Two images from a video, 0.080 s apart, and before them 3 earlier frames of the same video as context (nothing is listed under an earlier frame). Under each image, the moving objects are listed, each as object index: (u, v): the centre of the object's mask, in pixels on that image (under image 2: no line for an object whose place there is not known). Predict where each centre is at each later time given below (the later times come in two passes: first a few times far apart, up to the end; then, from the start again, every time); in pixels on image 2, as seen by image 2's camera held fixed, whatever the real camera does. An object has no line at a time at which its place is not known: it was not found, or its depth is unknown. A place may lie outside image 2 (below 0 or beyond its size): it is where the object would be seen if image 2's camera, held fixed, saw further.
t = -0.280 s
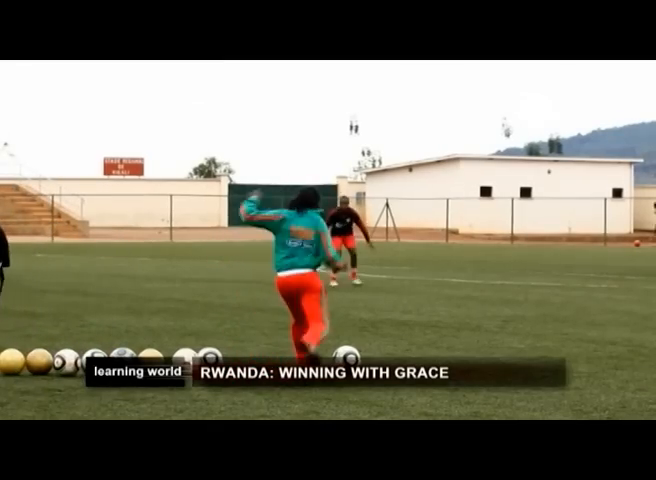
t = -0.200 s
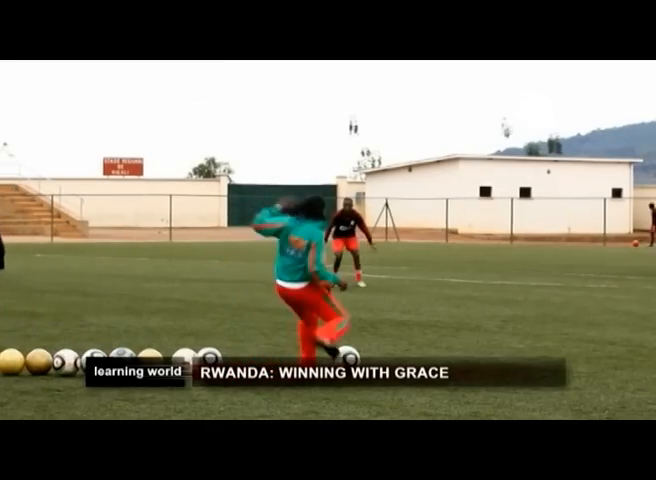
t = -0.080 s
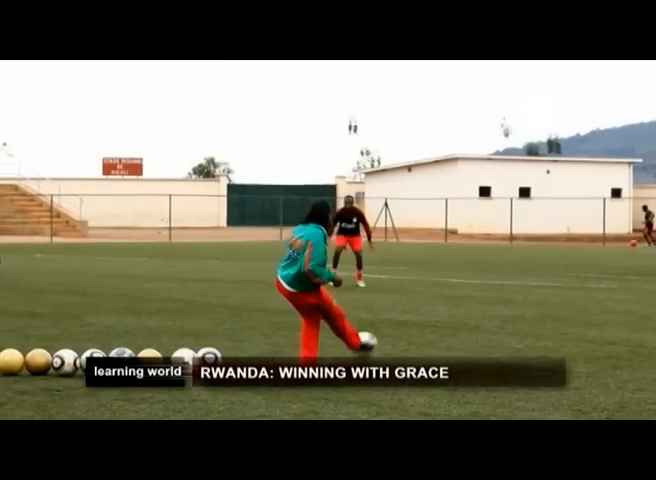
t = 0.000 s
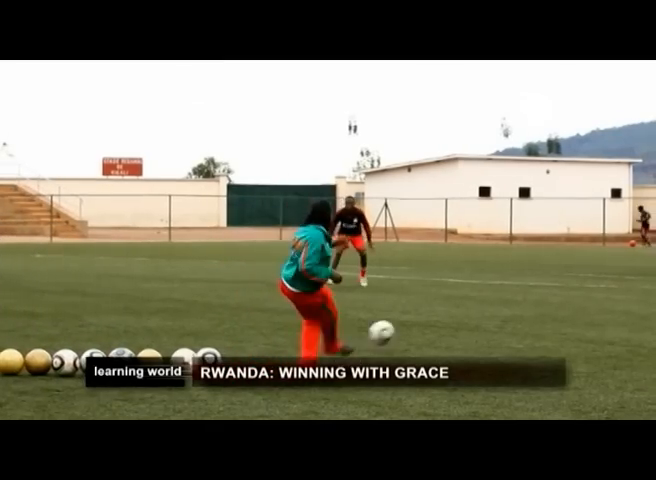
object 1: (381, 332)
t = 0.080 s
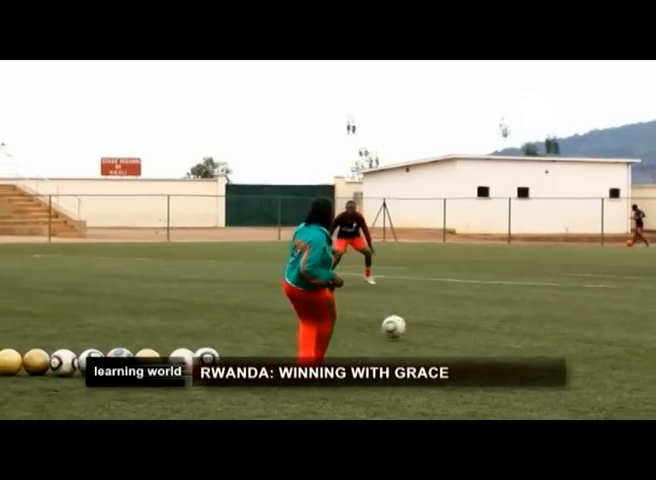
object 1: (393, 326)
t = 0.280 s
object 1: (415, 306)
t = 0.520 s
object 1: (423, 292)
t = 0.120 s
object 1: (399, 325)
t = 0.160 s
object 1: (404, 321)
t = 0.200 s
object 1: (409, 313)
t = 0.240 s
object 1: (412, 309)
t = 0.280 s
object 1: (415, 306)
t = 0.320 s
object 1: (417, 304)
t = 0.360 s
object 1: (419, 303)
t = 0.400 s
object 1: (421, 304)
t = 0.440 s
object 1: (421, 301)
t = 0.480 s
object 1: (422, 296)
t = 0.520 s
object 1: (423, 292)
